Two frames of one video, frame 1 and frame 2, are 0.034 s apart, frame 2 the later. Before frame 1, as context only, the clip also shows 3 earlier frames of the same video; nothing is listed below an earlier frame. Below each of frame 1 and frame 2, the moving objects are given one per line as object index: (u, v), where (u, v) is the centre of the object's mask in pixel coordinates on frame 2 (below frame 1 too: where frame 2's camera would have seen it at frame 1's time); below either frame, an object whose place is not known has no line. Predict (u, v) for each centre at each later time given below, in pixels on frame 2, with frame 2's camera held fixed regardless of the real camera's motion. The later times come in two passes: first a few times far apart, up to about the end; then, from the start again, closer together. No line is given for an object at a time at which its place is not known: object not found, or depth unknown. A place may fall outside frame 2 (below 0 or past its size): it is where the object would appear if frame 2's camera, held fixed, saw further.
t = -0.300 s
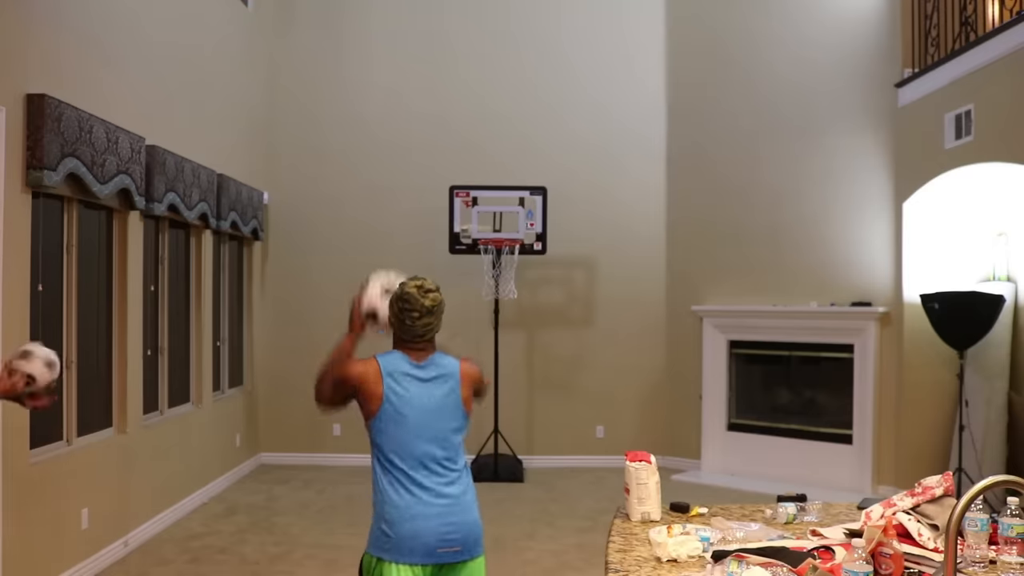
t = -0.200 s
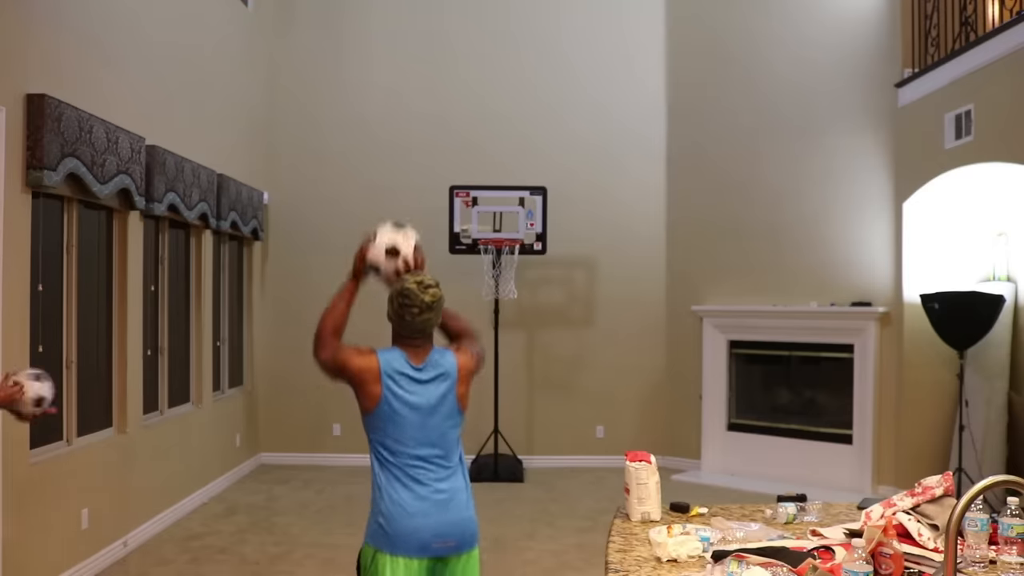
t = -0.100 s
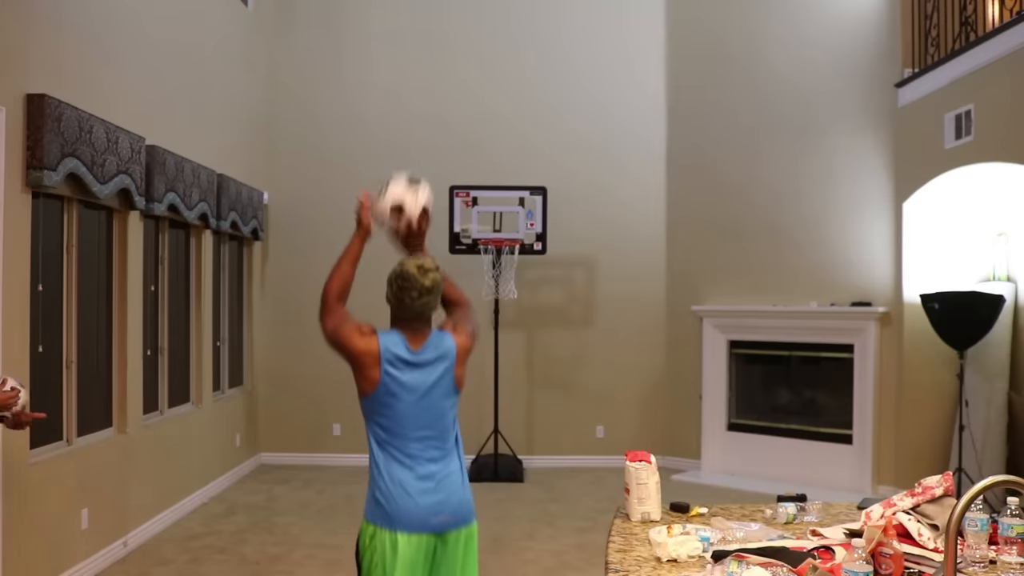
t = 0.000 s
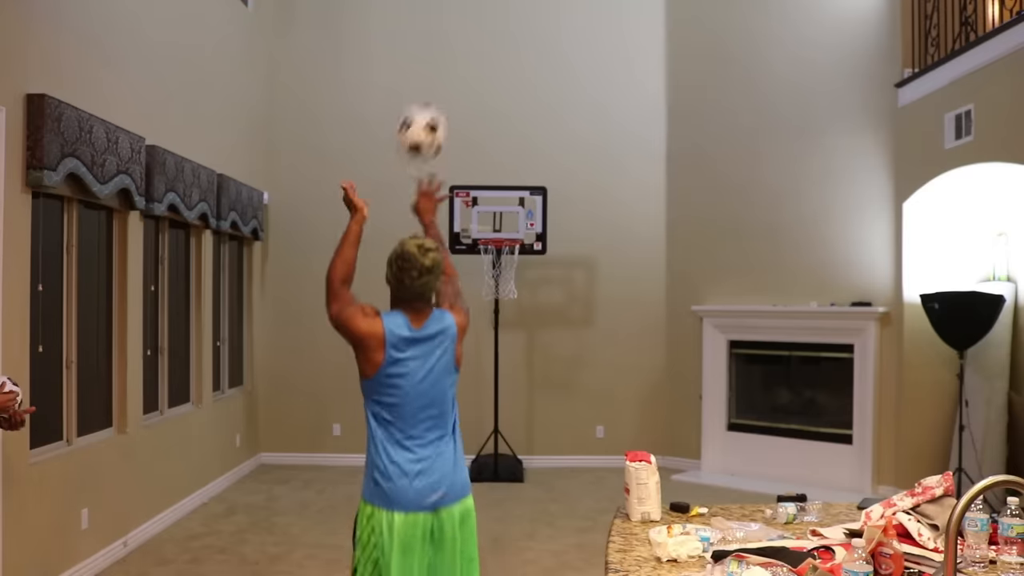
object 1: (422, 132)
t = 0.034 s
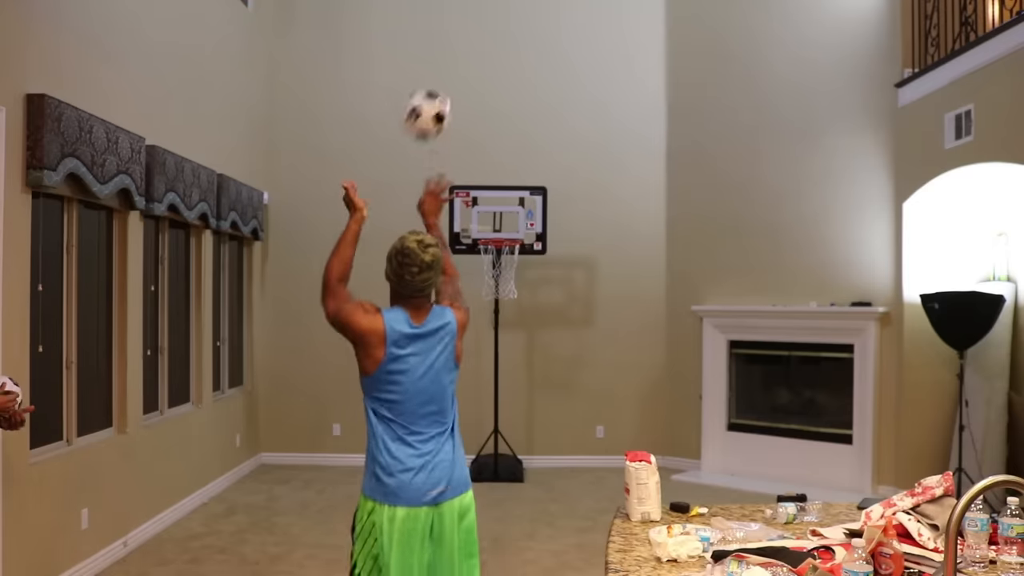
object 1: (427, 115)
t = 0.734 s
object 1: (485, 219)
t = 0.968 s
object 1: (479, 209)
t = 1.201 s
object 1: (471, 240)
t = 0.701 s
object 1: (483, 205)
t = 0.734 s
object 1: (485, 219)
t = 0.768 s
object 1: (485, 230)
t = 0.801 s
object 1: (485, 224)
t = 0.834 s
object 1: (484, 218)
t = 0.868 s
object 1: (483, 216)
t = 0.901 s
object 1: (482, 212)
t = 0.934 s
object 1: (481, 210)
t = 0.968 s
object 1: (479, 209)
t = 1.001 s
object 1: (478, 209)
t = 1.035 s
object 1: (477, 211)
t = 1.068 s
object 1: (475, 215)
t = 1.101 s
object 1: (475, 219)
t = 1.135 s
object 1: (474, 224)
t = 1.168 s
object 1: (472, 232)
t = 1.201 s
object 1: (471, 240)
